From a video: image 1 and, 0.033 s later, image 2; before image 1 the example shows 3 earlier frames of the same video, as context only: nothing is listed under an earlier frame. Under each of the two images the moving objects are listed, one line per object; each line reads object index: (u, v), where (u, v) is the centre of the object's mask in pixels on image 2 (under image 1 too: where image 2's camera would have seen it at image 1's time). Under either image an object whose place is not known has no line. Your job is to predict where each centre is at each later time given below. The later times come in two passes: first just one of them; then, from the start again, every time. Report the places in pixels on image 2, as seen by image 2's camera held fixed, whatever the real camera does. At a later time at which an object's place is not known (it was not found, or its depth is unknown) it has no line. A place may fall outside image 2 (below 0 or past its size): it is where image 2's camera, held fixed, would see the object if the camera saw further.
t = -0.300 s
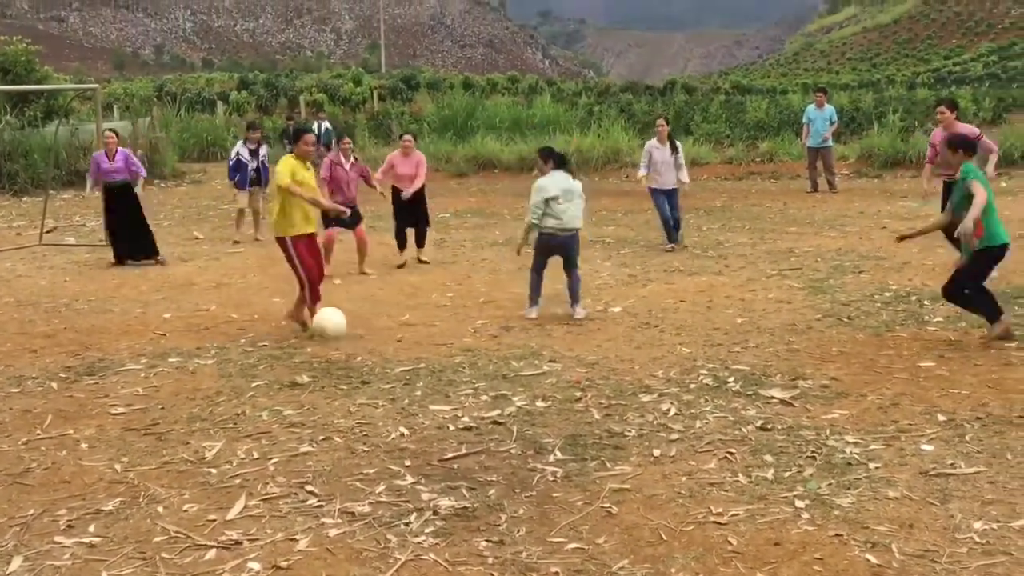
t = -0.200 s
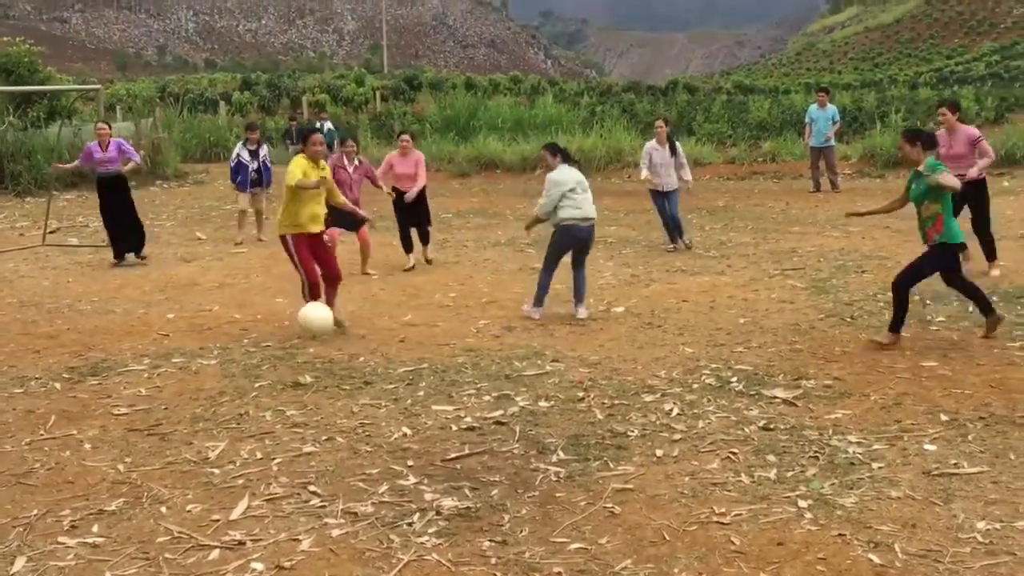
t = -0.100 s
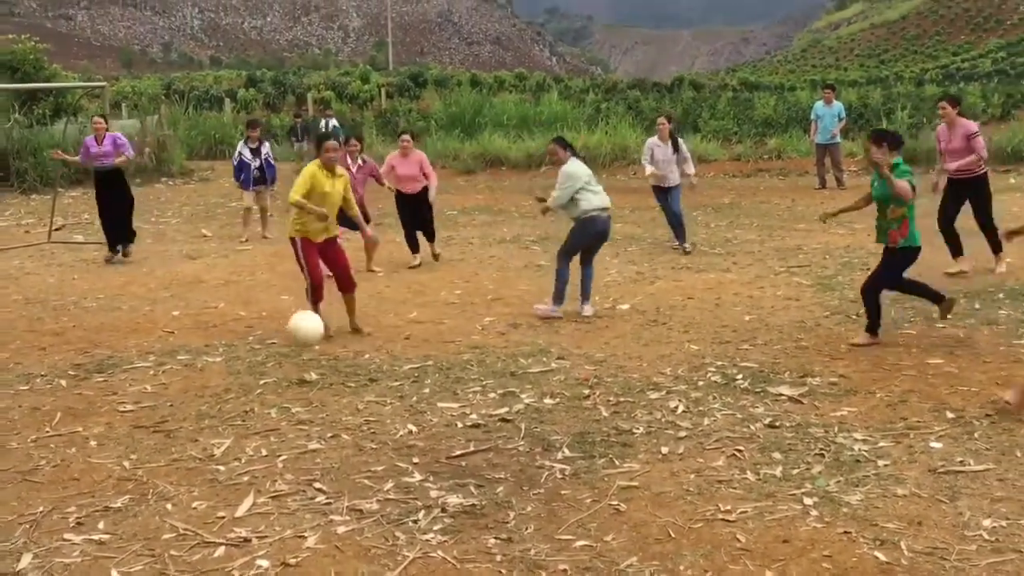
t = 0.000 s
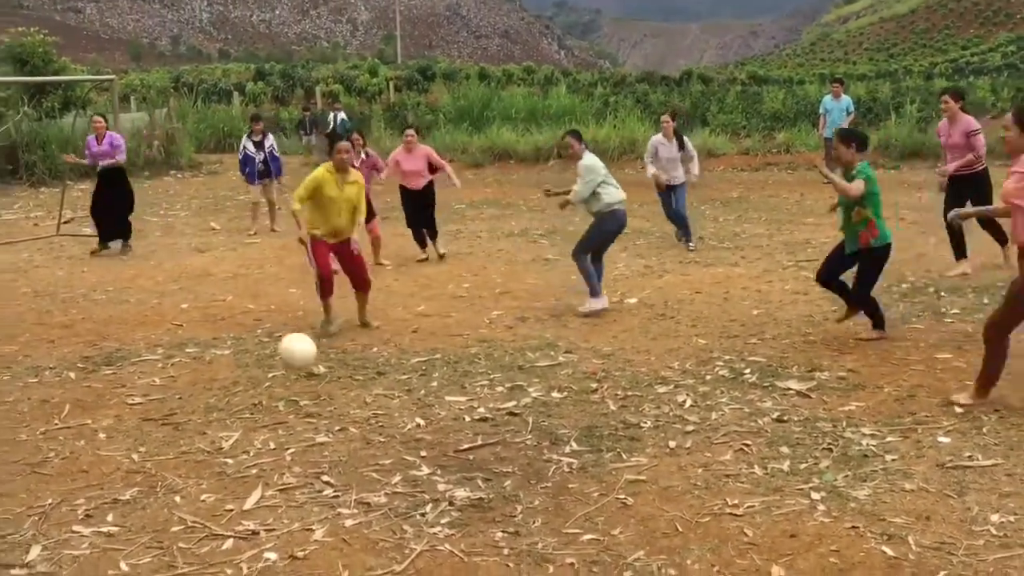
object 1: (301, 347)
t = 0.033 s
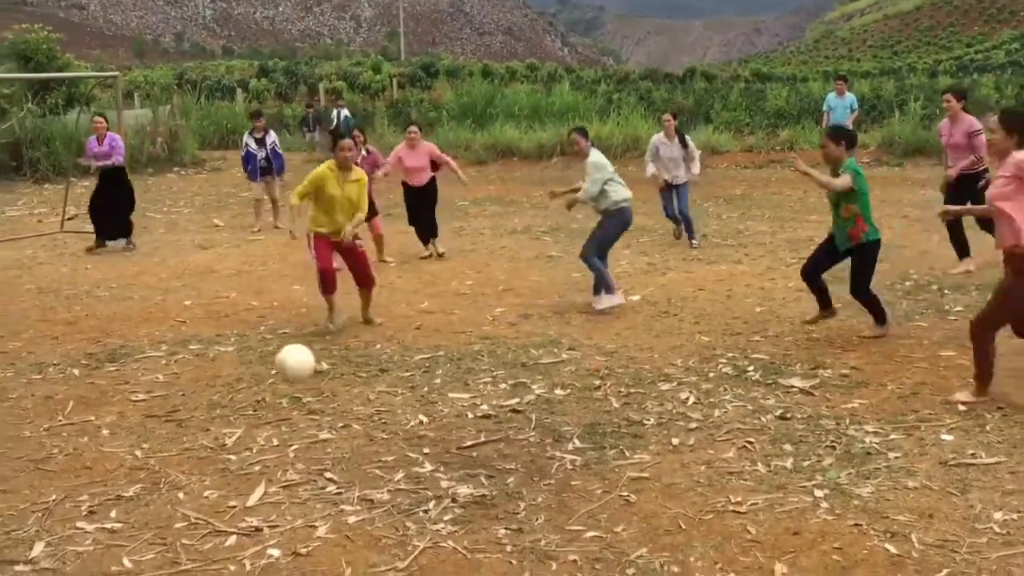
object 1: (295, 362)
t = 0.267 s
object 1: (250, 387)
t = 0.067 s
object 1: (290, 379)
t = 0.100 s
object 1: (284, 393)
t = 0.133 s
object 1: (277, 388)
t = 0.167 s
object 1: (270, 384)
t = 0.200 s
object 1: (263, 383)
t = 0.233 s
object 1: (257, 383)
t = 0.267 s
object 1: (250, 387)
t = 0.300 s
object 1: (242, 393)
